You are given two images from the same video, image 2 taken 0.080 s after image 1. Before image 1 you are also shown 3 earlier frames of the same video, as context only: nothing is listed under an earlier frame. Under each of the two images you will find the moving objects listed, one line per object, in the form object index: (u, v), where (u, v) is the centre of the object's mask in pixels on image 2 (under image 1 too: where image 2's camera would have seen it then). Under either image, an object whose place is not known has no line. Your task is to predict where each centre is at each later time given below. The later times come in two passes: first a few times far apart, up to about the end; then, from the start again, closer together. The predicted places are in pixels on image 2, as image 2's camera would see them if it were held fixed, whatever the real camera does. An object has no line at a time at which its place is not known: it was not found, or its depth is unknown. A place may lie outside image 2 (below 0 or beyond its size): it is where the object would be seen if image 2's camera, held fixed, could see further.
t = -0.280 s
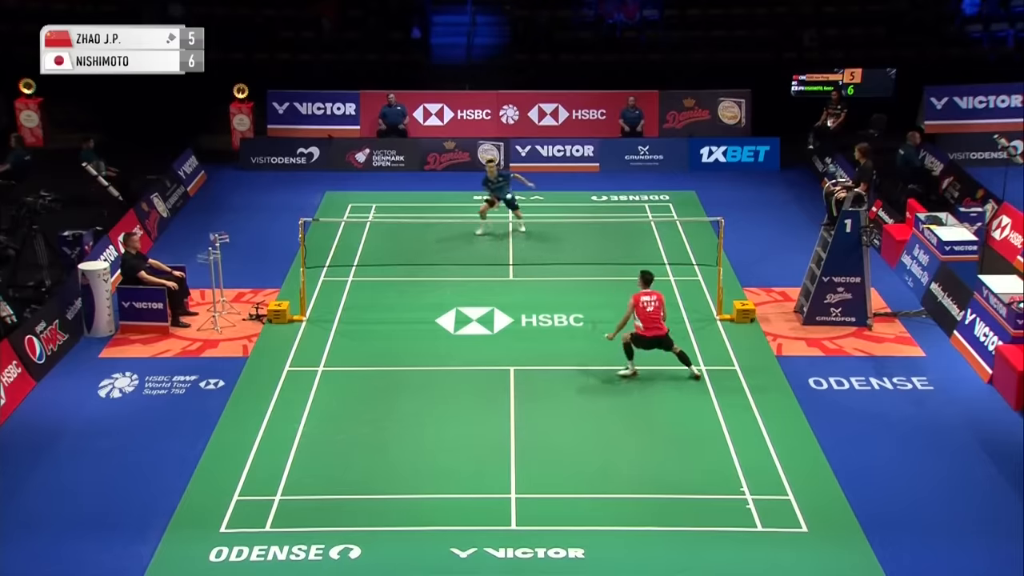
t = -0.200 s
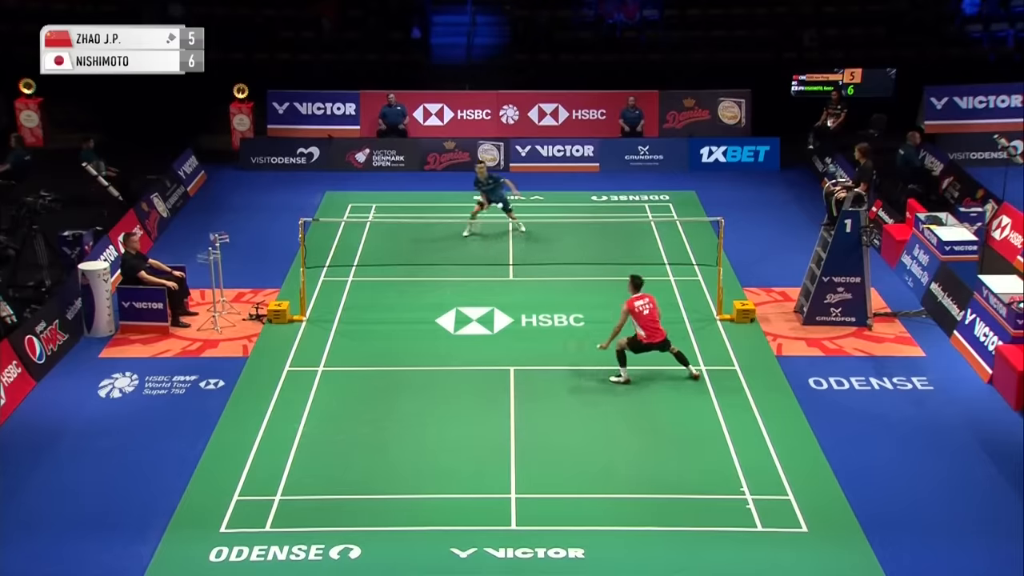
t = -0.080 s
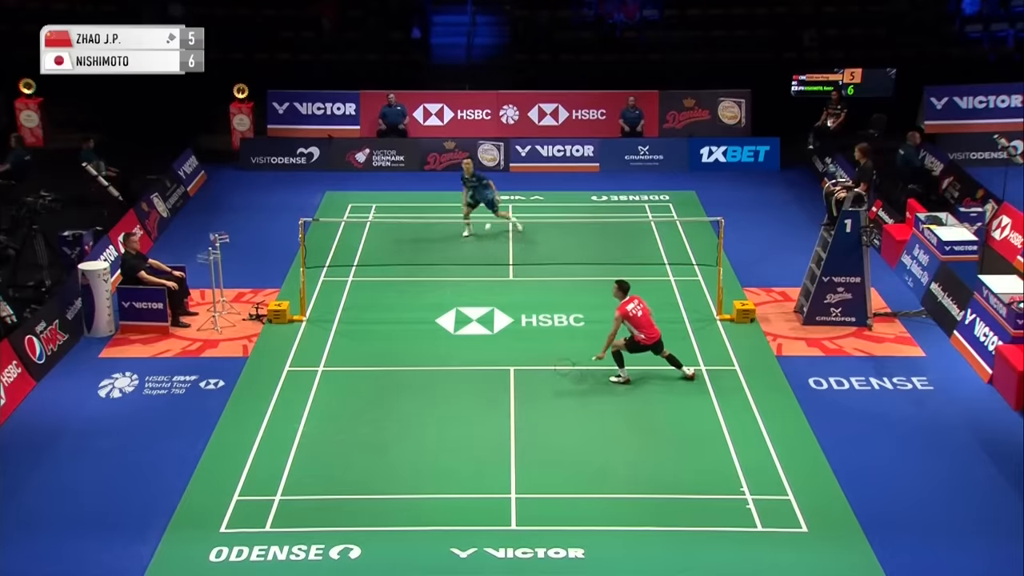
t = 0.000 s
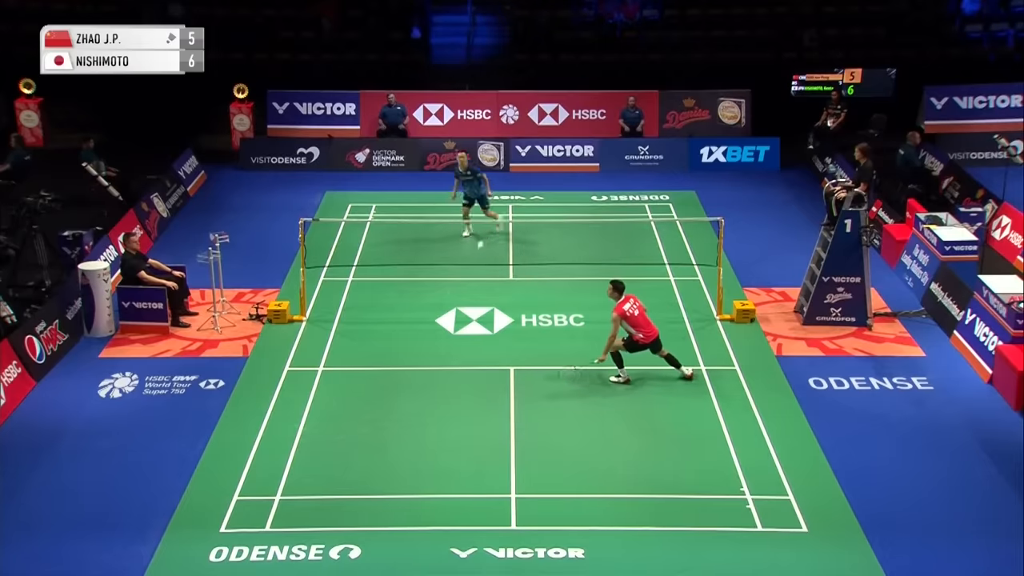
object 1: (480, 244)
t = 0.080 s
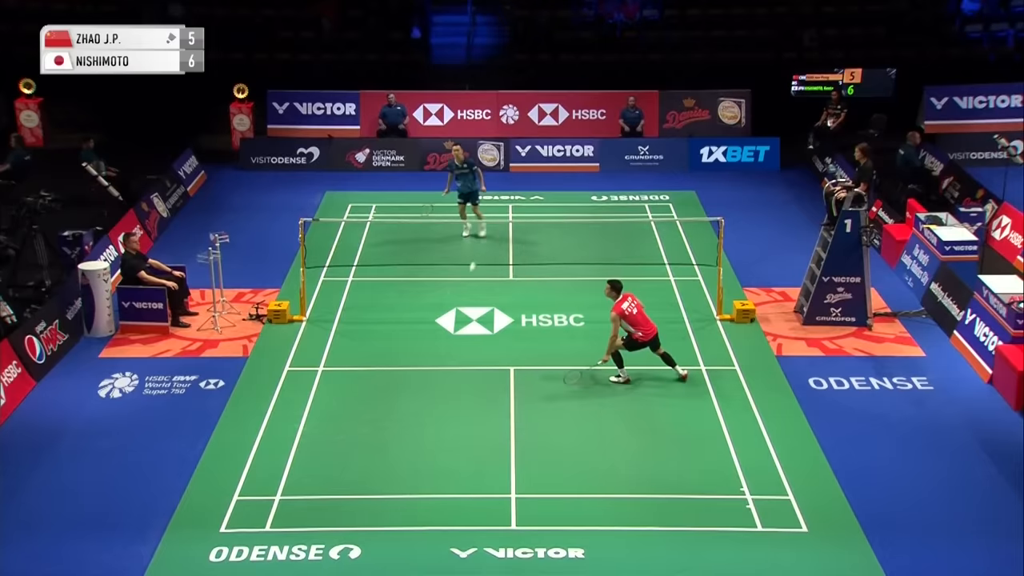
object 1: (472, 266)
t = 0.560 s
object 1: (432, 461)
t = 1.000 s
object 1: (435, 492)
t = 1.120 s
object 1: (437, 500)
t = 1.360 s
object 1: (440, 502)
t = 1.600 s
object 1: (441, 503)
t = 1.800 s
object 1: (441, 503)
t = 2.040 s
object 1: (441, 503)
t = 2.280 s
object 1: (441, 503)
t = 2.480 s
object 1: (441, 503)
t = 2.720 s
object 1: (441, 503)
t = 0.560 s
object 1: (432, 461)
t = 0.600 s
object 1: (430, 480)
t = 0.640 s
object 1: (430, 483)
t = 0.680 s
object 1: (431, 481)
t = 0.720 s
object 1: (429, 479)
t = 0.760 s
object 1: (428, 478)
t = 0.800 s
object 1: (429, 477)
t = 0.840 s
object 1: (429, 477)
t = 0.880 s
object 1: (430, 477)
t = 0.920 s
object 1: (432, 480)
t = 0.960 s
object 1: (434, 486)
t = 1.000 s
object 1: (435, 492)
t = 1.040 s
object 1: (435, 499)
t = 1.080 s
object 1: (436, 499)
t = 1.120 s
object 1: (437, 500)
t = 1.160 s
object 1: (438, 500)
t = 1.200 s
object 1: (438, 501)
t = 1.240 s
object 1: (439, 500)
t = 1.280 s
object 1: (439, 502)
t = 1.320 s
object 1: (439, 502)
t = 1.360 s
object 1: (440, 502)
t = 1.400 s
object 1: (441, 502)
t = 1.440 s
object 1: (441, 503)
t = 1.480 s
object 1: (441, 503)
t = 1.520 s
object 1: (441, 503)
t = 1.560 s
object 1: (441, 503)
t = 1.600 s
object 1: (441, 503)
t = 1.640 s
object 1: (441, 503)
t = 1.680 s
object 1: (441, 503)
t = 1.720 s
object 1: (441, 503)
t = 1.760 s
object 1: (441, 503)
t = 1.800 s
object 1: (441, 503)
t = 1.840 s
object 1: (441, 503)
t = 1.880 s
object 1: (441, 503)
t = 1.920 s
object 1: (441, 503)
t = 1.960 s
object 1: (441, 503)
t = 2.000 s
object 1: (441, 503)
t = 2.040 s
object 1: (441, 503)
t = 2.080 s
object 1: (441, 503)
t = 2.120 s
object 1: (441, 503)
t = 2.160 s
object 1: (441, 503)
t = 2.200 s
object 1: (441, 503)
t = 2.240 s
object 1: (441, 503)
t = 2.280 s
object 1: (441, 503)
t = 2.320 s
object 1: (441, 503)
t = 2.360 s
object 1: (441, 503)
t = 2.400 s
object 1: (441, 503)
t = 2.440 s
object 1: (441, 503)
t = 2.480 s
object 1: (441, 503)
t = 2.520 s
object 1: (441, 503)
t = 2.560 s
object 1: (441, 503)
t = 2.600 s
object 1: (441, 503)
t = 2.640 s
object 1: (441, 503)
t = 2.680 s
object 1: (441, 503)
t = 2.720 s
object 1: (441, 503)
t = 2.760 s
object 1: (441, 503)
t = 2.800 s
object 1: (441, 503)
